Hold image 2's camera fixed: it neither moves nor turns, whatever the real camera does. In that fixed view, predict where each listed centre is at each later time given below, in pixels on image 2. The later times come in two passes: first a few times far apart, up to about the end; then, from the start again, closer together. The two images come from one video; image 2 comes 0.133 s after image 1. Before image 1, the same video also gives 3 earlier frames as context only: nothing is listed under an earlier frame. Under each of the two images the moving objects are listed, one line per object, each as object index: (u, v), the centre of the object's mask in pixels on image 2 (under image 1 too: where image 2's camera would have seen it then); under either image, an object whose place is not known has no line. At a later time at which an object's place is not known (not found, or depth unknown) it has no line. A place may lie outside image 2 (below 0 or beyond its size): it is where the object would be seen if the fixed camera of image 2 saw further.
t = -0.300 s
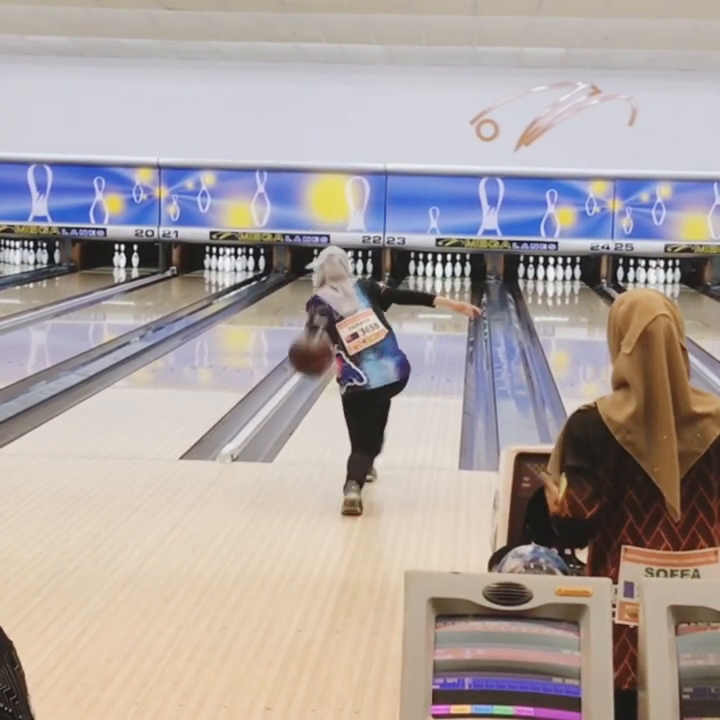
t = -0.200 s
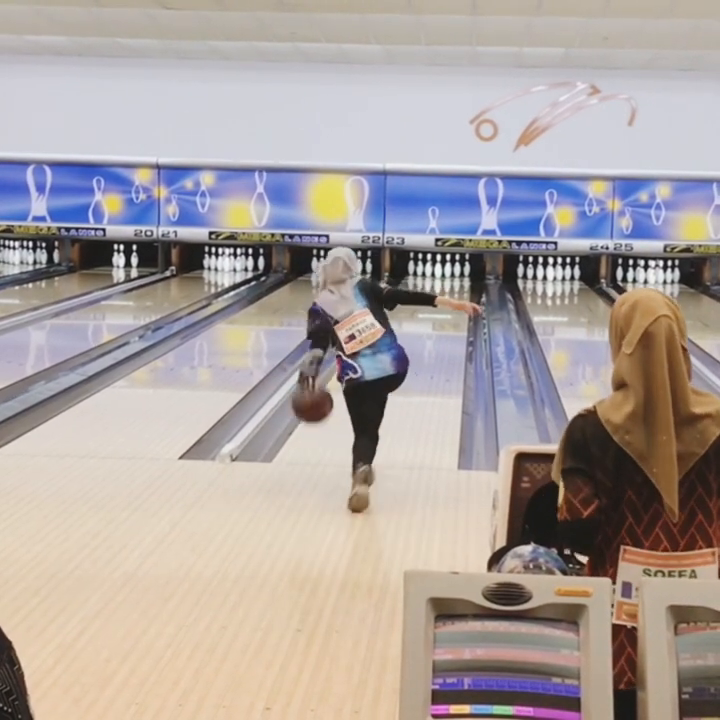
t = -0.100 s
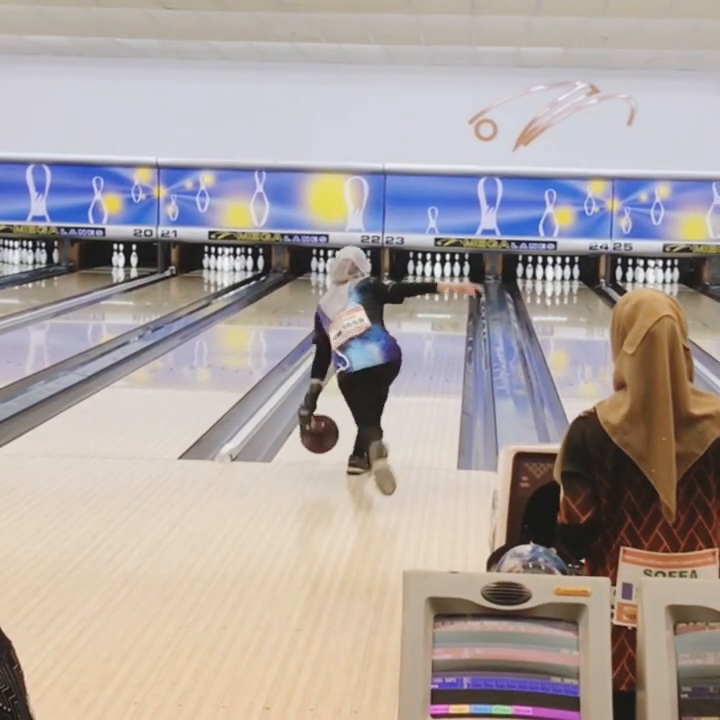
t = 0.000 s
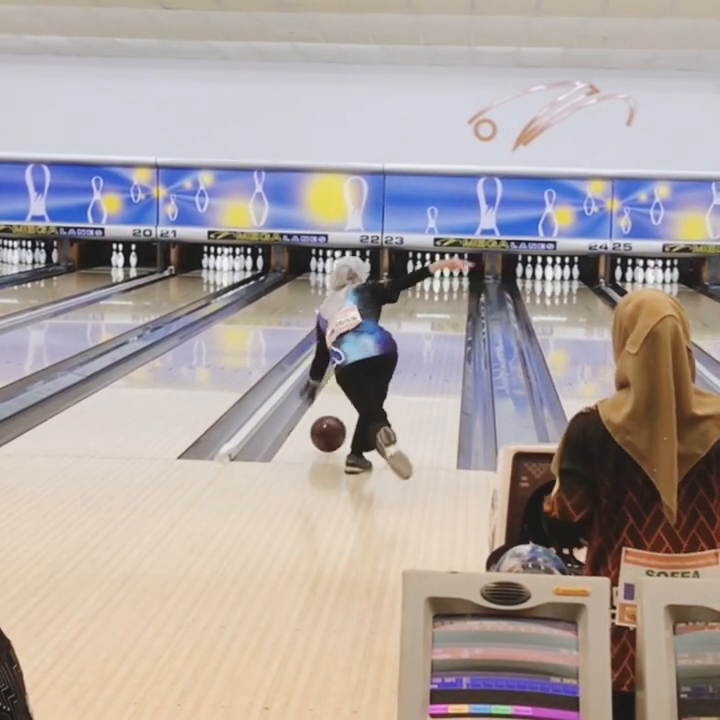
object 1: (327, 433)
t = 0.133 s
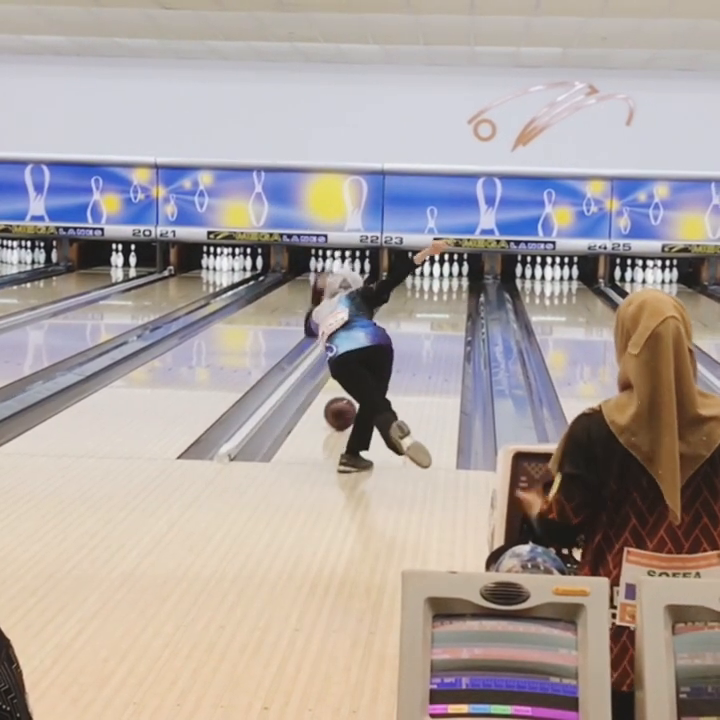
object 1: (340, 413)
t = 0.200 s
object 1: (342, 404)
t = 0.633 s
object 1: (378, 355)
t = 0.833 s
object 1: (382, 339)
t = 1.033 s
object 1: (390, 326)
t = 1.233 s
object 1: (395, 315)
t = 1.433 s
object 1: (401, 305)
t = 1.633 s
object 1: (406, 298)
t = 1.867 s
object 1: (411, 288)
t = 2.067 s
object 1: (417, 283)
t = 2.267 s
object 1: (422, 278)
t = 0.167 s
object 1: (342, 408)
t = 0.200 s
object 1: (342, 404)
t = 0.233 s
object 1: (343, 401)
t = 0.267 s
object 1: (345, 398)
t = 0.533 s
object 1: (377, 365)
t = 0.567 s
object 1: (378, 362)
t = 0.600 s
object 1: (378, 358)
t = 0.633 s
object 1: (378, 355)
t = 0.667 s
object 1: (378, 352)
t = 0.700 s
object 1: (378, 349)
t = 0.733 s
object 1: (378, 347)
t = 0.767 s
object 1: (379, 344)
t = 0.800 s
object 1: (380, 342)
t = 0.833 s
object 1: (382, 339)
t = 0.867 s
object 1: (383, 337)
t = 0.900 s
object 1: (384, 334)
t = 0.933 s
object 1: (385, 332)
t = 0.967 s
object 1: (387, 330)
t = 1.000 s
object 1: (388, 328)
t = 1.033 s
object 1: (390, 326)
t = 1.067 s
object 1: (390, 324)
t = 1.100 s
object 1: (392, 322)
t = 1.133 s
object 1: (392, 320)
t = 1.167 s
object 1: (394, 318)
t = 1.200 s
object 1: (395, 317)
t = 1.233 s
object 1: (395, 315)
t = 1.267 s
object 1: (397, 313)
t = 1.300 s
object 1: (397, 311)
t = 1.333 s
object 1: (398, 310)
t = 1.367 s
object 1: (400, 308)
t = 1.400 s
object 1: (400, 307)
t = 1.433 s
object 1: (401, 305)
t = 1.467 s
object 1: (402, 304)
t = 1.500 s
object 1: (403, 303)
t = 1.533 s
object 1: (404, 301)
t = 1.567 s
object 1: (405, 300)
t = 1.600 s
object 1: (406, 299)
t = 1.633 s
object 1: (406, 298)
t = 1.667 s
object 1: (407, 296)
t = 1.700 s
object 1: (408, 295)
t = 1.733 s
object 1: (409, 293)
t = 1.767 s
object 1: (409, 292)
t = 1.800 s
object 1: (410, 290)
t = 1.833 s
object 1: (411, 289)
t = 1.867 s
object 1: (411, 288)
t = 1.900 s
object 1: (412, 287)
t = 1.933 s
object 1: (413, 286)
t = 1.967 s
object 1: (414, 286)
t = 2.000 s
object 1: (415, 285)
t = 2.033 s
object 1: (416, 283)
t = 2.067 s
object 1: (417, 283)
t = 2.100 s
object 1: (417, 282)
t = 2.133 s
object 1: (418, 281)
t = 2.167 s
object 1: (419, 280)
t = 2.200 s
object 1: (420, 279)
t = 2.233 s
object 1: (421, 279)
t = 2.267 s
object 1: (422, 278)
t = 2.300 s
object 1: (423, 277)
